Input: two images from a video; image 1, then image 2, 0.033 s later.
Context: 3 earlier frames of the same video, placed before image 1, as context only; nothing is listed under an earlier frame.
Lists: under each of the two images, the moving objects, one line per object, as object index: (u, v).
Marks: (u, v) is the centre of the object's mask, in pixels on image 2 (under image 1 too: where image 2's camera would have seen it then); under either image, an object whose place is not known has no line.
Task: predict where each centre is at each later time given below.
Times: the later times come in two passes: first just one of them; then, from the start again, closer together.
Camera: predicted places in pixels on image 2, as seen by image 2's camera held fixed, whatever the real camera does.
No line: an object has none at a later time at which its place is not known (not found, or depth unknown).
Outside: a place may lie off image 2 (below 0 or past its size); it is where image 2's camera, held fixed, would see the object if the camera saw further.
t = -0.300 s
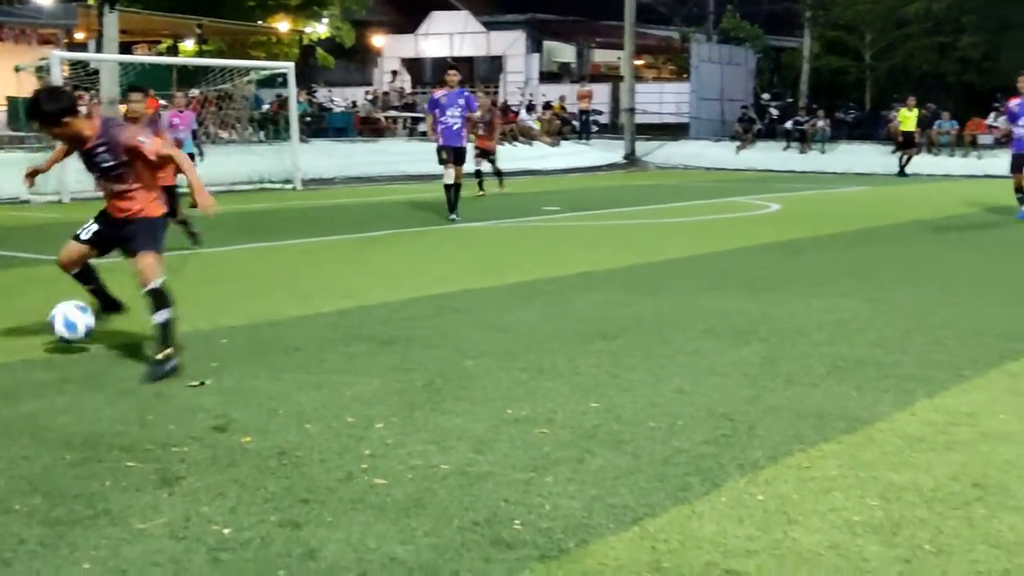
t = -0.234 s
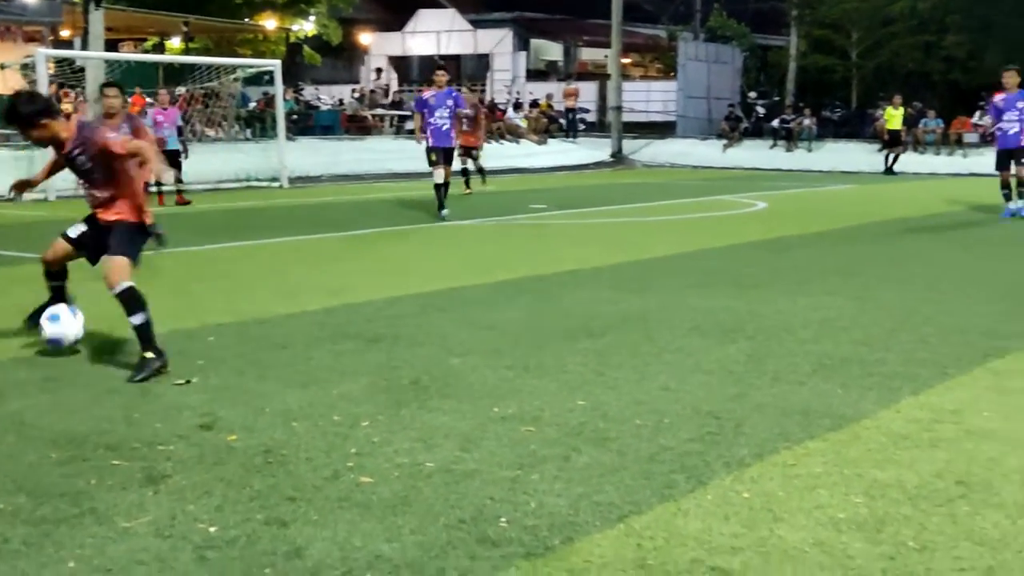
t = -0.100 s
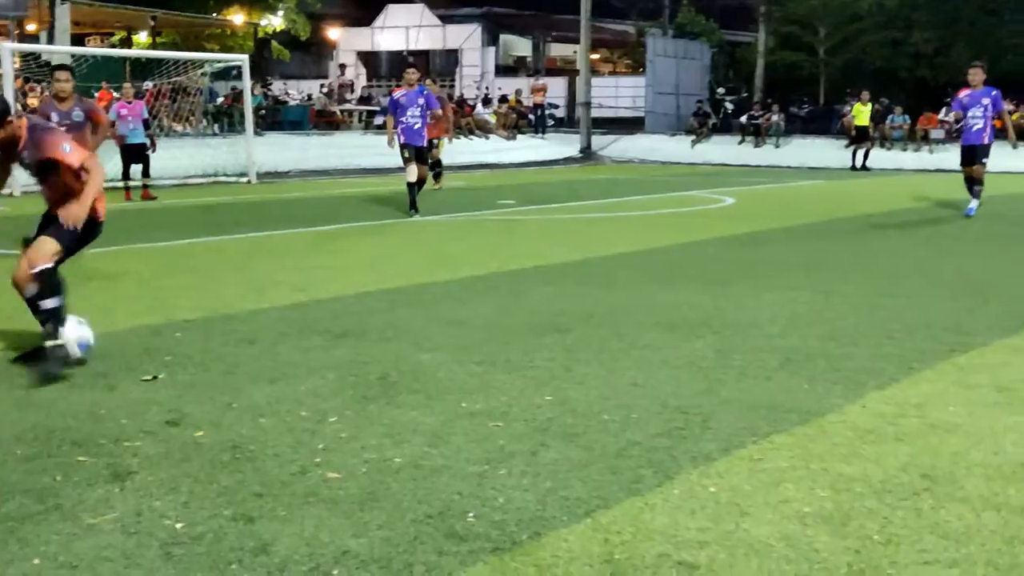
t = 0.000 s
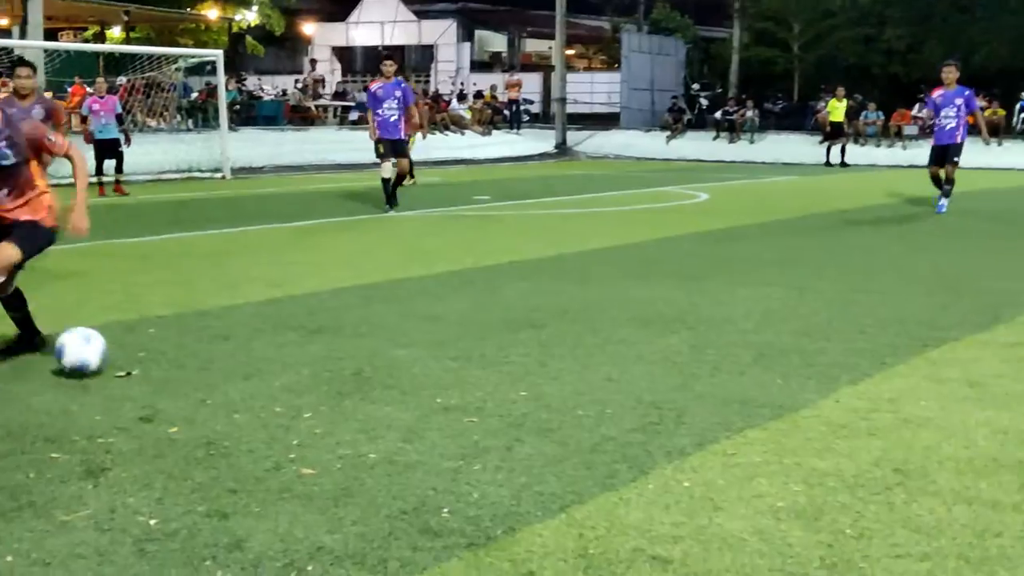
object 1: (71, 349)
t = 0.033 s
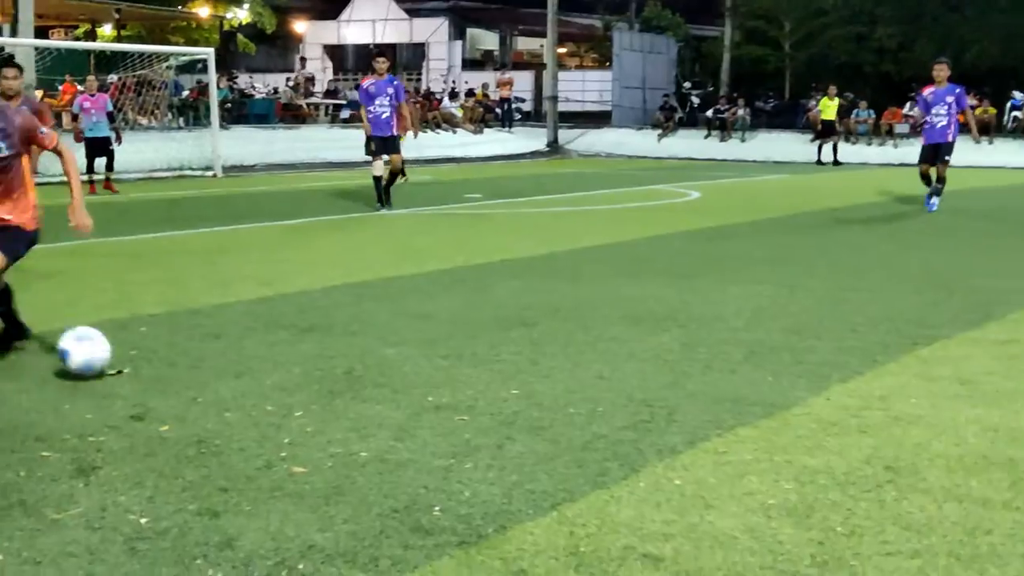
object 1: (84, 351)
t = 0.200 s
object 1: (150, 372)
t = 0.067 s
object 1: (97, 355)
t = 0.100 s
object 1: (110, 361)
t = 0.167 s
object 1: (136, 368)
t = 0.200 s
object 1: (150, 372)
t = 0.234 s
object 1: (163, 378)
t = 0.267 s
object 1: (177, 381)
